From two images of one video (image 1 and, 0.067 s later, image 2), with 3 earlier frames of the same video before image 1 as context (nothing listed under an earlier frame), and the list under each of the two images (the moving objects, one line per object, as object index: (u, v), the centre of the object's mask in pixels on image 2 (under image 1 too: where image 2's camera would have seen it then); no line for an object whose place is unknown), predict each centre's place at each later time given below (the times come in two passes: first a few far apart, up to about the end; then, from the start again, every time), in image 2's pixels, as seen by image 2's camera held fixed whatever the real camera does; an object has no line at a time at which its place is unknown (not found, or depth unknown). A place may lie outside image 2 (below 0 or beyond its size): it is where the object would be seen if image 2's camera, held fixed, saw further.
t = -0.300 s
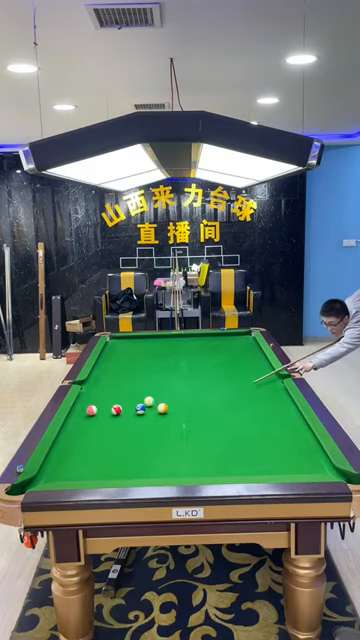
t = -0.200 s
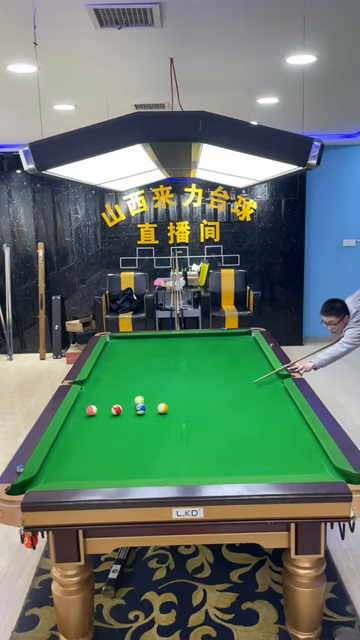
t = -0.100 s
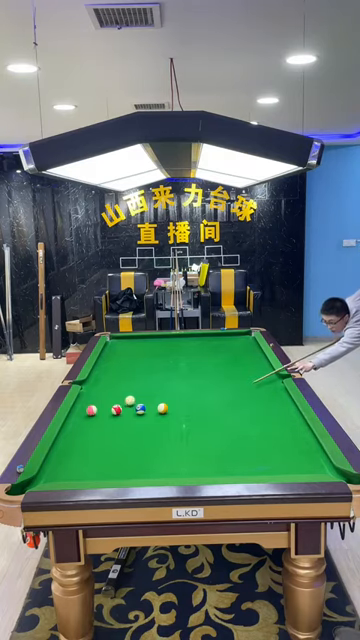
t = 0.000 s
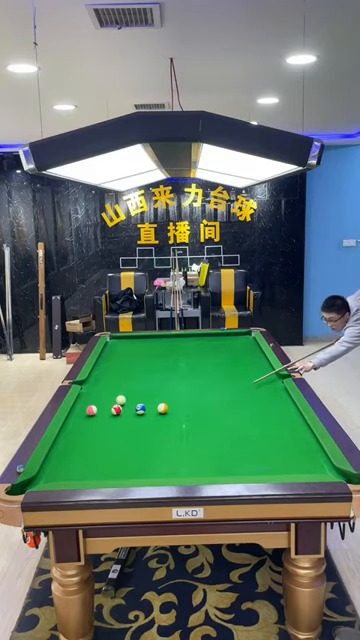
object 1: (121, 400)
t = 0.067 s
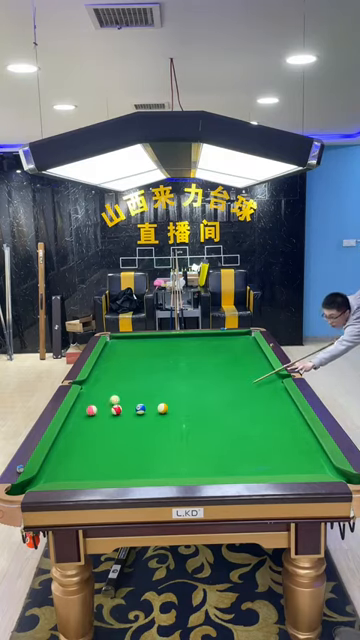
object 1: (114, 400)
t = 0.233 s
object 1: (100, 399)
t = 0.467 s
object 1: (80, 399)
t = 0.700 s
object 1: (94, 397)
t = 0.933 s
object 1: (108, 395)
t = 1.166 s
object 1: (120, 394)
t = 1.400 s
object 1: (131, 392)
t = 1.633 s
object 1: (142, 391)
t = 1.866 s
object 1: (151, 390)
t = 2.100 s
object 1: (159, 389)
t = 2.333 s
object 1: (167, 388)
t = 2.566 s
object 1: (174, 387)
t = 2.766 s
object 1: (179, 387)
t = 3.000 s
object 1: (185, 386)
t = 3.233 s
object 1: (189, 386)
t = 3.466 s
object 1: (194, 385)
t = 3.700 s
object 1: (198, 385)
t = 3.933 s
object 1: (200, 385)
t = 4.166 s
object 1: (203, 385)
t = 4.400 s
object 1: (204, 385)
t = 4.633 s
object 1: (204, 385)
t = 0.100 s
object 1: (111, 400)
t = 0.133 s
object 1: (109, 400)
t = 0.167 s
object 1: (106, 399)
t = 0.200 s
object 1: (103, 399)
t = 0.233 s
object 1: (100, 399)
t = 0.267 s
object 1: (97, 399)
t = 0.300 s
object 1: (94, 399)
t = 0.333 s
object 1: (91, 399)
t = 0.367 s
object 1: (89, 399)
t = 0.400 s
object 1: (86, 399)
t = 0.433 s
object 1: (82, 398)
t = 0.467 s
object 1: (80, 399)
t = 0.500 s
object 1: (82, 398)
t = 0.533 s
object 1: (84, 398)
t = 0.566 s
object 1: (86, 398)
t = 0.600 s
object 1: (88, 398)
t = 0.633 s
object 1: (90, 397)
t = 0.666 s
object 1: (92, 397)
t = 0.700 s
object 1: (94, 397)
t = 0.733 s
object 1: (96, 396)
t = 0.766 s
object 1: (98, 396)
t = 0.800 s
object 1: (100, 396)
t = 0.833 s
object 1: (102, 396)
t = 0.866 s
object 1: (104, 396)
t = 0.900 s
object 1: (106, 395)
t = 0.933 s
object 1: (108, 395)
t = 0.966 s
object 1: (110, 395)
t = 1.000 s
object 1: (112, 395)
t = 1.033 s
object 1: (113, 394)
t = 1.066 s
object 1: (115, 394)
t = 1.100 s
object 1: (117, 394)
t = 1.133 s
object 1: (118, 394)
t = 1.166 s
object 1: (120, 394)
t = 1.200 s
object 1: (122, 393)
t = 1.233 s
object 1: (123, 393)
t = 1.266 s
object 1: (125, 393)
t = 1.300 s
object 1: (126, 393)
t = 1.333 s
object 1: (128, 393)
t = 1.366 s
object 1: (130, 392)
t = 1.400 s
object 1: (131, 392)
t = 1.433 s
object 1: (133, 392)
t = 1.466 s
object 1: (134, 392)
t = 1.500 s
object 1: (136, 392)
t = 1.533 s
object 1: (137, 392)
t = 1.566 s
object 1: (139, 392)
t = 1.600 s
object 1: (140, 391)
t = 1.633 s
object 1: (142, 391)
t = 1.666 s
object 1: (143, 391)
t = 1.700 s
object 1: (144, 391)
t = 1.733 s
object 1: (146, 391)
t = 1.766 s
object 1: (147, 390)
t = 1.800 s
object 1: (149, 390)
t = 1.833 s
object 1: (150, 390)
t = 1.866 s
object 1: (151, 390)
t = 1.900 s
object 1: (152, 390)
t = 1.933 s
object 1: (153, 390)
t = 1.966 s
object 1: (155, 389)
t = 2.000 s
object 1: (156, 389)
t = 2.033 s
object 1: (157, 389)
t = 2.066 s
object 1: (158, 389)
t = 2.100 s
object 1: (159, 389)
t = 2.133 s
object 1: (160, 389)
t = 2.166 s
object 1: (162, 389)
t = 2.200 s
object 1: (163, 388)
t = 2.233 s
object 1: (164, 388)
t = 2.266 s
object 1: (165, 388)
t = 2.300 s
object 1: (166, 388)
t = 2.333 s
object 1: (167, 388)
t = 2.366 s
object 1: (168, 388)
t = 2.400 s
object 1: (169, 388)
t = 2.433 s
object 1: (170, 388)
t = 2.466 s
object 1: (171, 388)
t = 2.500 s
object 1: (172, 388)
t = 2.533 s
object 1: (173, 387)
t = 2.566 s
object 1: (174, 387)
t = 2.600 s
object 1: (175, 387)
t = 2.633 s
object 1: (176, 387)
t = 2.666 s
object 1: (177, 387)
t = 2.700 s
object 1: (178, 387)
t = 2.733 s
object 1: (179, 387)
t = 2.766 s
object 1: (179, 387)
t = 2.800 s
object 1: (180, 387)
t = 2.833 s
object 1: (181, 387)
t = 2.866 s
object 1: (182, 387)
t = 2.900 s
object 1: (183, 386)
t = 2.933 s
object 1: (183, 386)
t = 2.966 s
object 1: (184, 386)
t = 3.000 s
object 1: (185, 386)
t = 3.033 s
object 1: (186, 386)
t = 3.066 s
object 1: (187, 386)
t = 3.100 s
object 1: (187, 386)
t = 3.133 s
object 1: (188, 386)
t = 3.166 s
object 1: (189, 386)
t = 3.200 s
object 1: (189, 386)
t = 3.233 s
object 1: (189, 386)
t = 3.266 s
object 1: (191, 386)
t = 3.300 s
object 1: (191, 386)
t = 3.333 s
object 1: (192, 385)
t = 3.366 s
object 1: (192, 385)
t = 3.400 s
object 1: (193, 386)
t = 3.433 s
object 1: (194, 385)
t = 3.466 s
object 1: (194, 385)
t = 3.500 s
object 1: (195, 385)
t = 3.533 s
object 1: (196, 385)
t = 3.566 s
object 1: (196, 385)
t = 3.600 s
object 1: (196, 385)
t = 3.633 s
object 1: (197, 385)
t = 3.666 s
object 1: (197, 385)
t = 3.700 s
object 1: (198, 385)
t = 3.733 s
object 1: (198, 385)
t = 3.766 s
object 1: (199, 385)
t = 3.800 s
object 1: (199, 385)
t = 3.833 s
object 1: (199, 385)
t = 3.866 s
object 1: (200, 385)
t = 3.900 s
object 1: (200, 385)
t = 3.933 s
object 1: (200, 385)
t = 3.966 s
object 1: (201, 385)
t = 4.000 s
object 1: (201, 385)
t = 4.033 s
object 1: (201, 385)
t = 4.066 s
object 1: (202, 385)
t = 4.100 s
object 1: (202, 385)
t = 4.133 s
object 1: (202, 385)
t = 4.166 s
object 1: (203, 385)
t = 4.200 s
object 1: (203, 385)
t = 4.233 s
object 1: (203, 385)
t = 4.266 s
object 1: (203, 385)
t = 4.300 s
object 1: (203, 385)
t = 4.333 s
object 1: (204, 385)
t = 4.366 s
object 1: (204, 385)
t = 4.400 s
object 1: (204, 385)
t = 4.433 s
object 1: (204, 385)
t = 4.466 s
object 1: (204, 385)
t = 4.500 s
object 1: (204, 385)
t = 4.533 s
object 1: (204, 385)
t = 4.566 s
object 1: (204, 385)
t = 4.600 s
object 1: (204, 385)
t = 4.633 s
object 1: (204, 385)
